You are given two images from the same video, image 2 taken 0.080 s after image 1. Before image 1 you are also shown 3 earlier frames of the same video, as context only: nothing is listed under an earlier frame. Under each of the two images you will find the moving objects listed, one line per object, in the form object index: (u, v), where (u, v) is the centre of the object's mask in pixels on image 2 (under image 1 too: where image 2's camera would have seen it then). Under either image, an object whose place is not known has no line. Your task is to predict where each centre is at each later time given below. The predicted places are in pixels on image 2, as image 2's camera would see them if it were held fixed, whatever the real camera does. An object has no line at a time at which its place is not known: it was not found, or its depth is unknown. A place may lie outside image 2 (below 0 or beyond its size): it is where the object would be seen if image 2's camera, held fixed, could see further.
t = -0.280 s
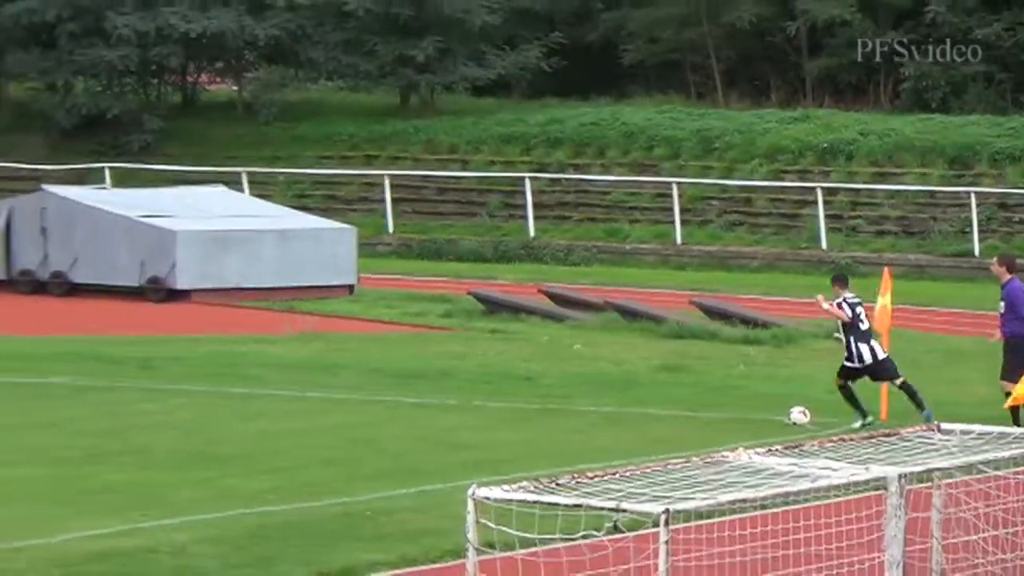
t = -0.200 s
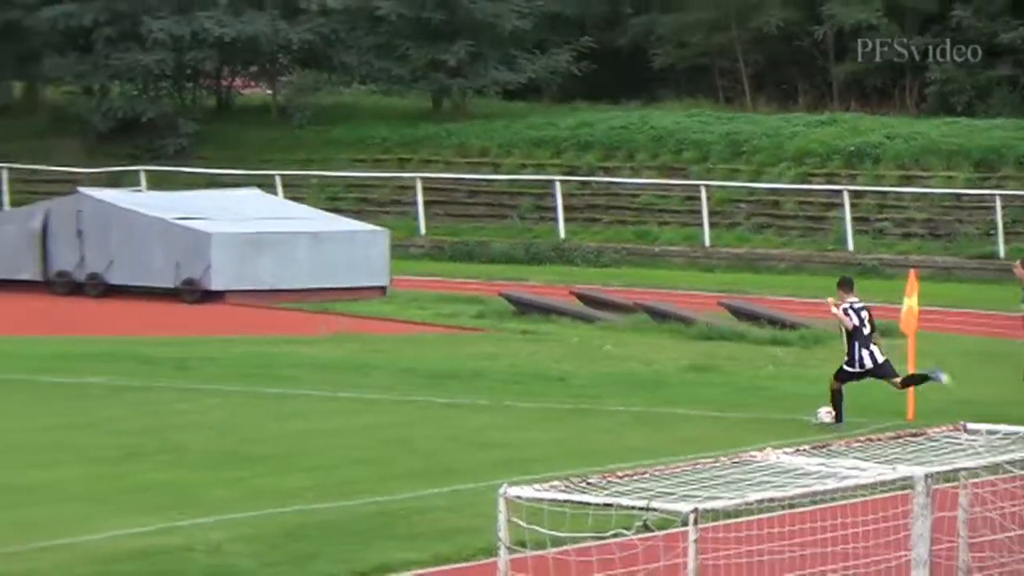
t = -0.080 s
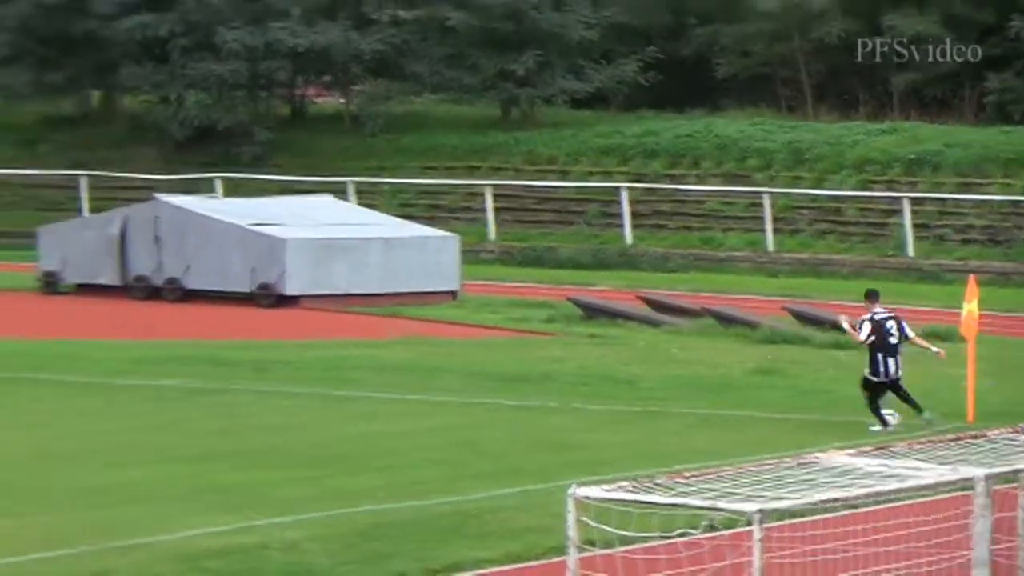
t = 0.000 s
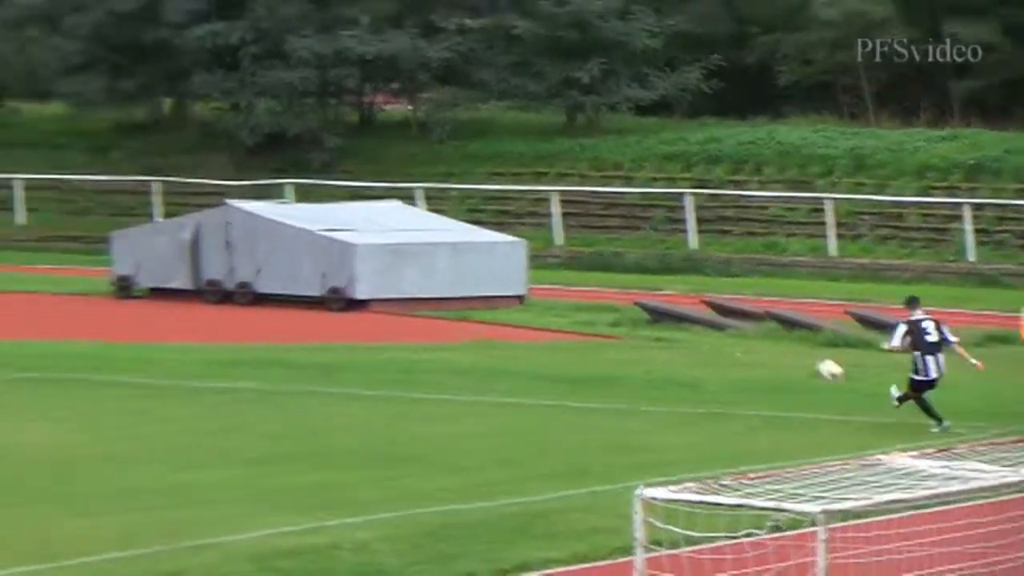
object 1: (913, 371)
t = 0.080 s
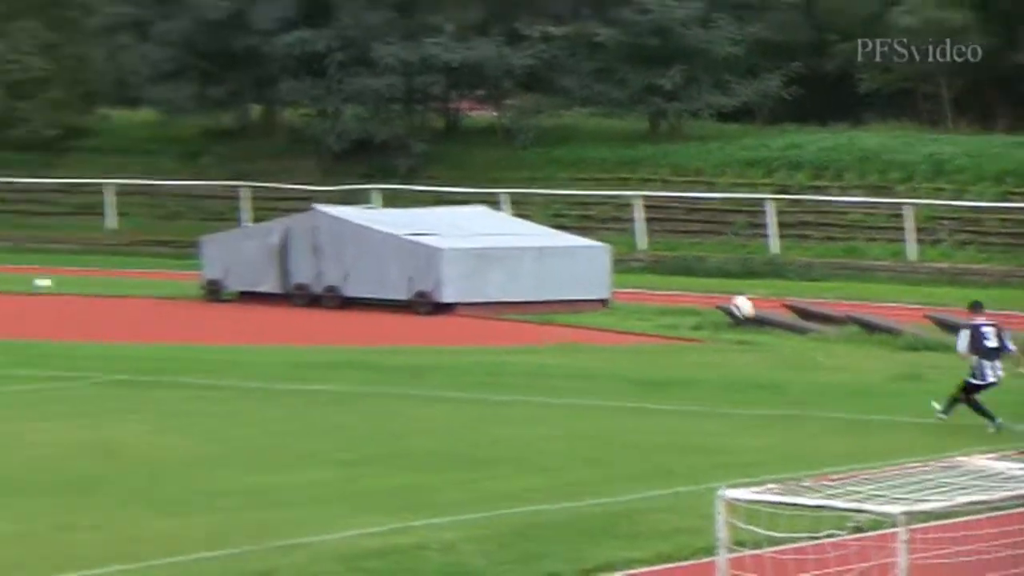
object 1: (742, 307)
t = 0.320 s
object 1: (284, 161)
